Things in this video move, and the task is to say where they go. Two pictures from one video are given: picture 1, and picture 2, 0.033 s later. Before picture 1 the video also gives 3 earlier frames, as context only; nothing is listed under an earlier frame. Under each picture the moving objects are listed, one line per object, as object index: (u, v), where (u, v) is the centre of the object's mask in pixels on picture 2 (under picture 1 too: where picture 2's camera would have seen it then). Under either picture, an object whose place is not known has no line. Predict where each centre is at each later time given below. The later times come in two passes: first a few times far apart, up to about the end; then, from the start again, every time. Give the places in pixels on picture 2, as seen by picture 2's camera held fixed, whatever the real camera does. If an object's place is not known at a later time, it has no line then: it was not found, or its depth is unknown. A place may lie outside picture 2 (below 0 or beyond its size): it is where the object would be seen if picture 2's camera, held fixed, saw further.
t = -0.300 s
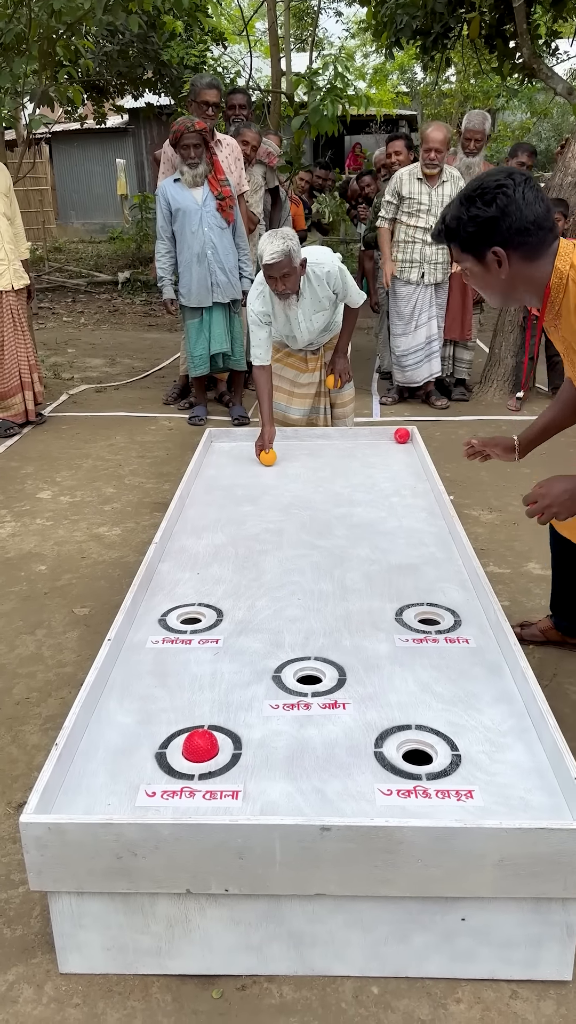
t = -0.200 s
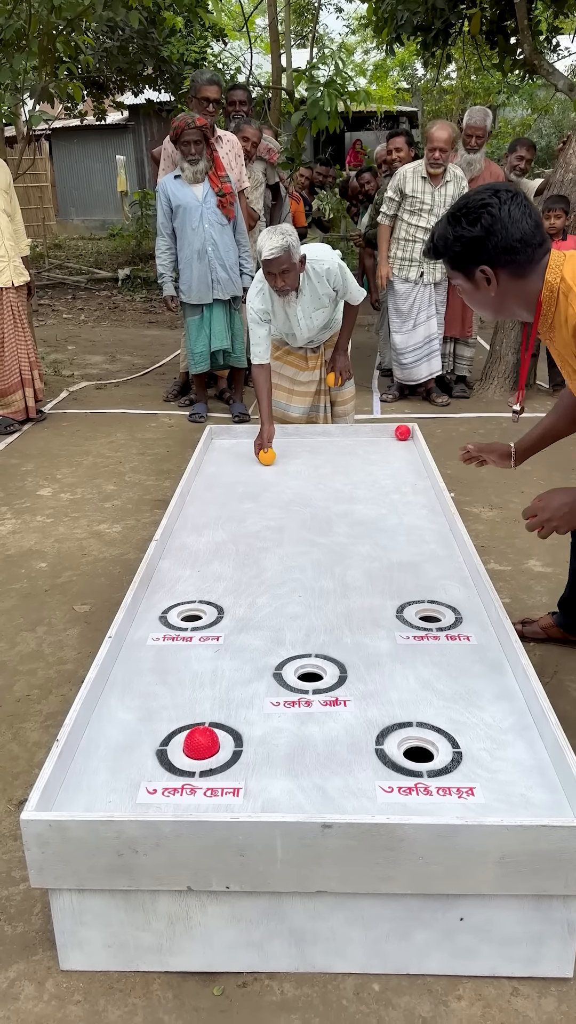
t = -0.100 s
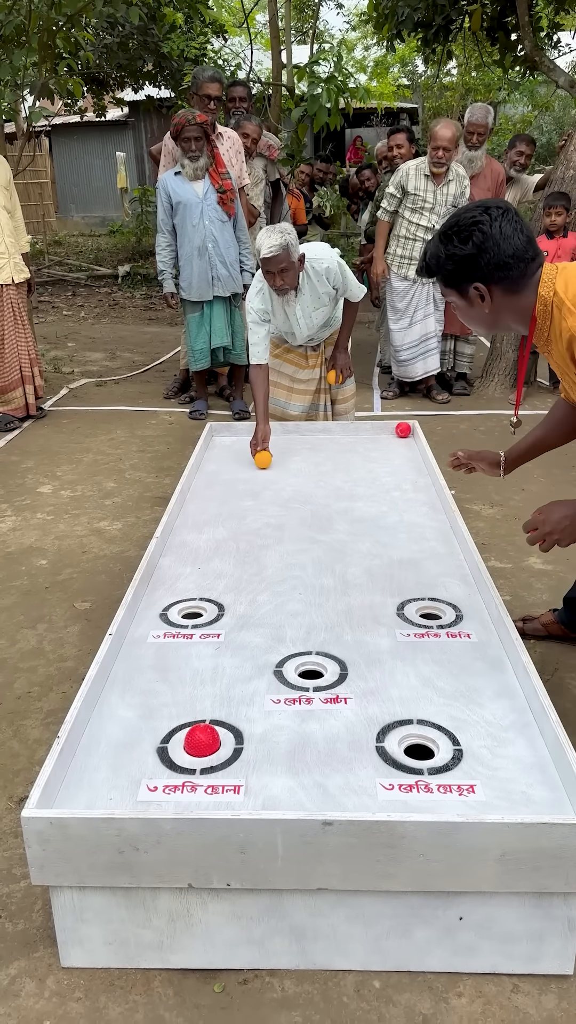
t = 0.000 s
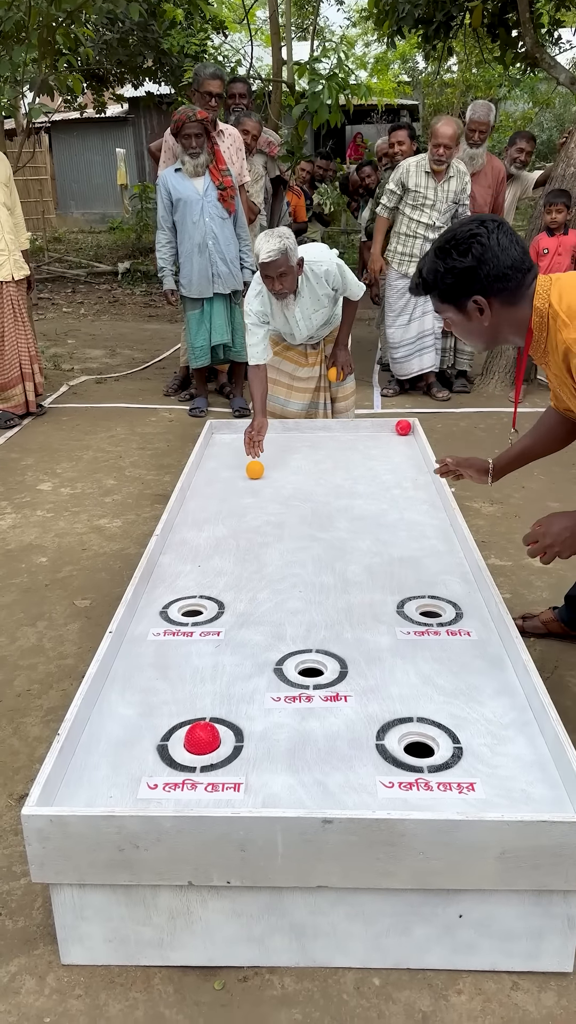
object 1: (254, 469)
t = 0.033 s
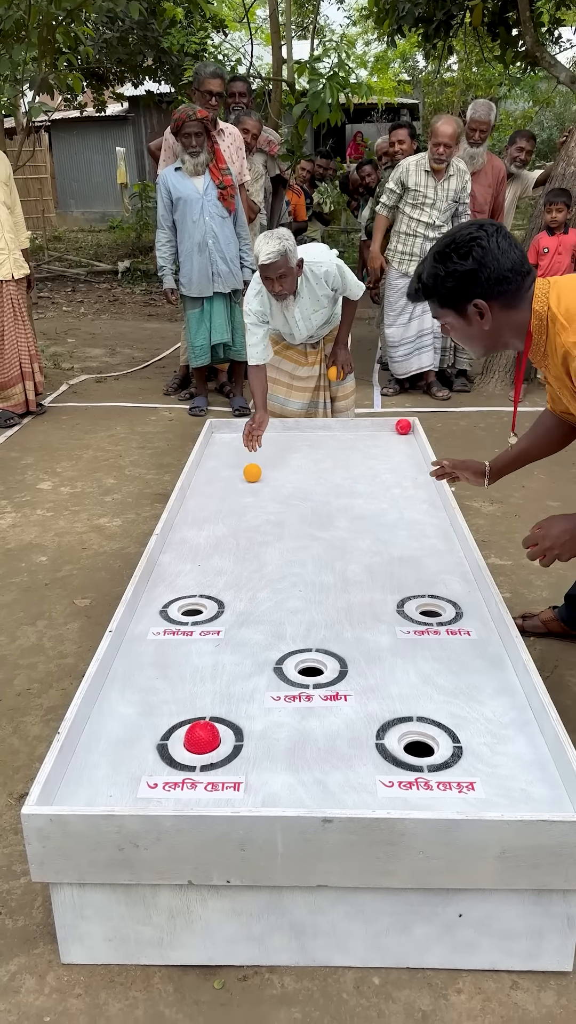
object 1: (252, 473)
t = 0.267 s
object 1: (235, 500)
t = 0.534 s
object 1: (216, 536)
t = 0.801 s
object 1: (196, 576)
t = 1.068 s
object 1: (204, 614)
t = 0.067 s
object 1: (250, 477)
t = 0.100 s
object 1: (247, 480)
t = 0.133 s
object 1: (245, 484)
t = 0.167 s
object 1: (242, 488)
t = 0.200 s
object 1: (240, 492)
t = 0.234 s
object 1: (238, 496)
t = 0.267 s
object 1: (235, 500)
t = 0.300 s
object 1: (233, 504)
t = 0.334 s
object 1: (230, 508)
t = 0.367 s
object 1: (228, 513)
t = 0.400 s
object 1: (225, 517)
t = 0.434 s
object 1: (223, 522)
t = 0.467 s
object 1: (221, 526)
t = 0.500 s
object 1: (218, 531)
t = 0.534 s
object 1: (216, 536)
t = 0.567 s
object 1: (213, 540)
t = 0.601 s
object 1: (211, 545)
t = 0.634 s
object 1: (208, 550)
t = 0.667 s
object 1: (206, 555)
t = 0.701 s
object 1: (203, 560)
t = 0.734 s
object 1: (201, 566)
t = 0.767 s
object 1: (198, 571)
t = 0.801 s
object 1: (196, 576)
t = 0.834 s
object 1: (193, 582)
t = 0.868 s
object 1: (191, 588)
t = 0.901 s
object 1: (188, 594)
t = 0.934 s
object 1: (186, 602)
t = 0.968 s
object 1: (191, 602)
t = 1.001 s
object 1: (195, 605)
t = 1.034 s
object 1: (200, 609)
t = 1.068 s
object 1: (204, 614)
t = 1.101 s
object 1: (209, 617)
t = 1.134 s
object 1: (213, 622)
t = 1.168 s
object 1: (218, 626)
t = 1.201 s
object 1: (223, 630)
